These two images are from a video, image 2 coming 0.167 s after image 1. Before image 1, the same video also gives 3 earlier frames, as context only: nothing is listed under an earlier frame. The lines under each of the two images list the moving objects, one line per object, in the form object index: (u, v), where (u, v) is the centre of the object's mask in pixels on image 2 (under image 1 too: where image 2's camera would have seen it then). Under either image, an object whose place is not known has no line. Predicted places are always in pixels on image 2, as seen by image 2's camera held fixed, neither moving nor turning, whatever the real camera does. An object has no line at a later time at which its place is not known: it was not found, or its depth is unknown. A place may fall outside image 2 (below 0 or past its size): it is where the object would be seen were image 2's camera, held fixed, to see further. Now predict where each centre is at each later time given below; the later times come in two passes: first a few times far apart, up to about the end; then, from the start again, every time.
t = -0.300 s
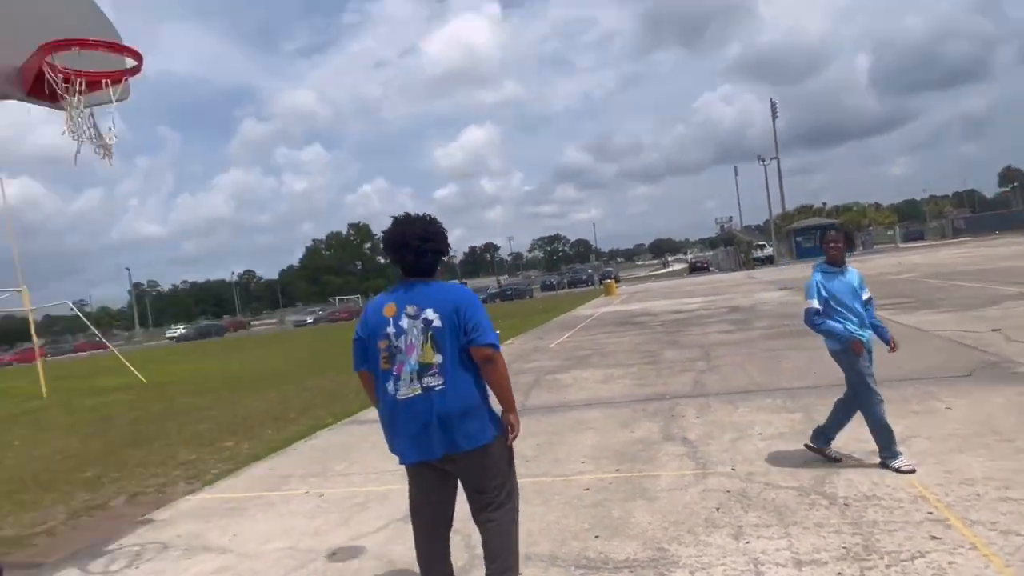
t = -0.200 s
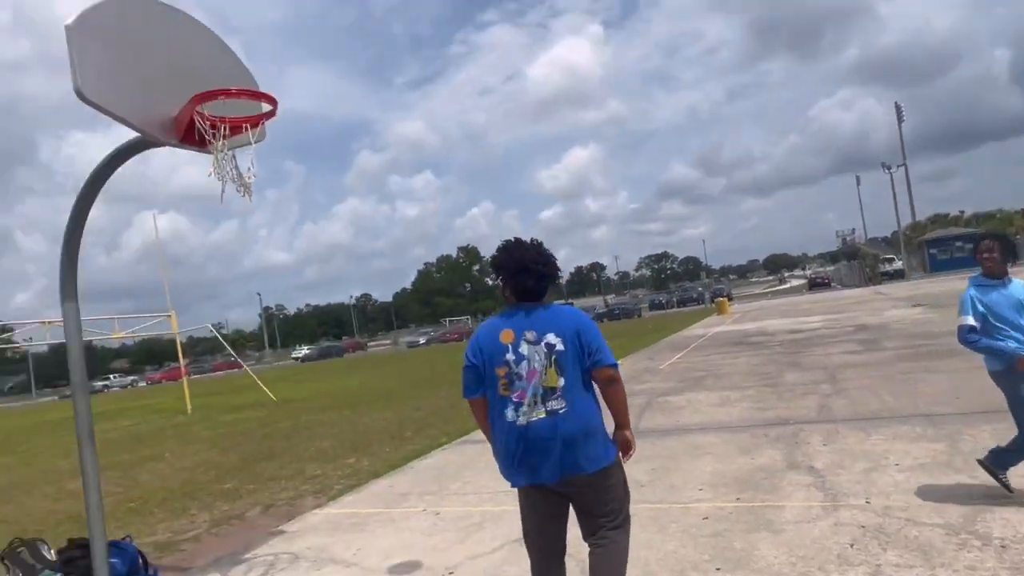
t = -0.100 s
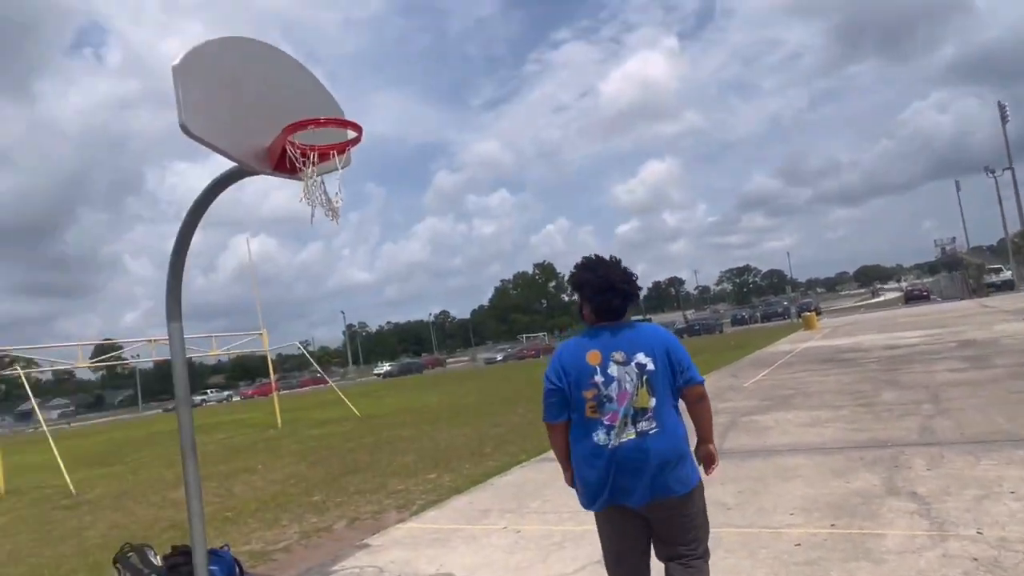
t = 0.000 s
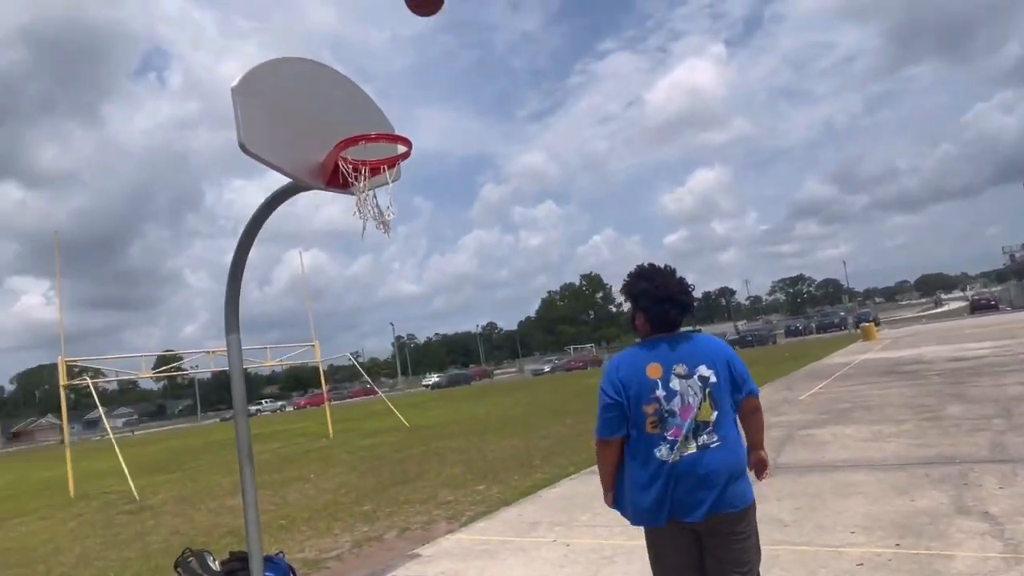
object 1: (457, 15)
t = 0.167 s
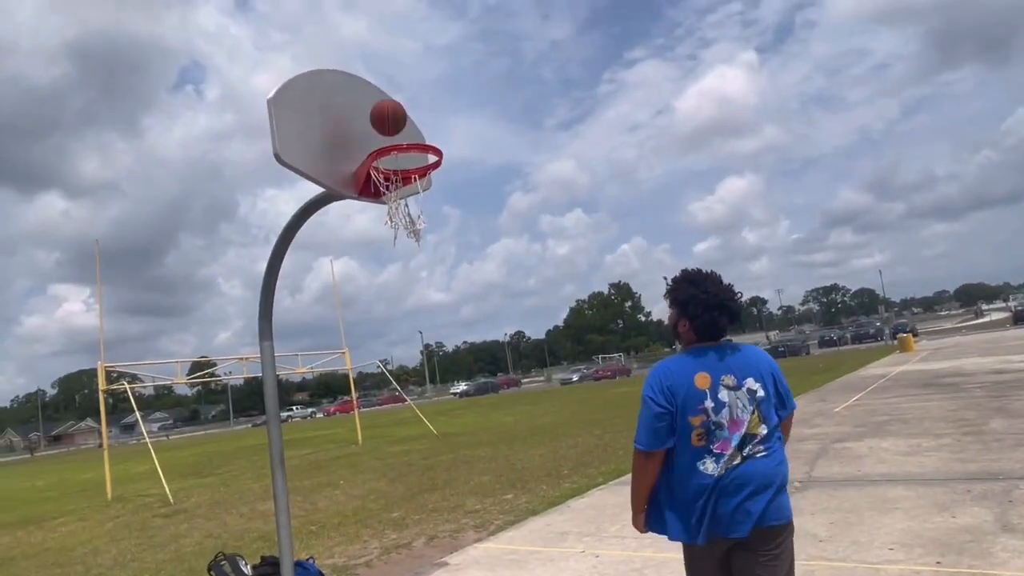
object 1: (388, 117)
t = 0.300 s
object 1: (418, 143)
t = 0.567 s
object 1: (346, 97)
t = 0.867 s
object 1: (383, 159)
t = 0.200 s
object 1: (375, 139)
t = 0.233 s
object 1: (389, 154)
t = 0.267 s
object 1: (403, 152)
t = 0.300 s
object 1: (418, 143)
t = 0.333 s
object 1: (411, 132)
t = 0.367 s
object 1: (397, 127)
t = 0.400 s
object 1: (383, 118)
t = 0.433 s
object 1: (369, 111)
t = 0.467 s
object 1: (356, 105)
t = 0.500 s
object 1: (343, 101)
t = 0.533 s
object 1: (343, 98)
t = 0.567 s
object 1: (346, 97)
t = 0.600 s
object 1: (349, 96)
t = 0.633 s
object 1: (352, 98)
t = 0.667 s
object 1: (356, 101)
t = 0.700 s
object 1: (360, 105)
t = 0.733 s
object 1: (364, 112)
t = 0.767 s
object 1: (368, 121)
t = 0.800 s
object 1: (373, 131)
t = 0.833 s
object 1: (378, 144)
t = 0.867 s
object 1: (383, 159)
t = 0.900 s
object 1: (389, 177)
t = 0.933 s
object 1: (396, 197)
